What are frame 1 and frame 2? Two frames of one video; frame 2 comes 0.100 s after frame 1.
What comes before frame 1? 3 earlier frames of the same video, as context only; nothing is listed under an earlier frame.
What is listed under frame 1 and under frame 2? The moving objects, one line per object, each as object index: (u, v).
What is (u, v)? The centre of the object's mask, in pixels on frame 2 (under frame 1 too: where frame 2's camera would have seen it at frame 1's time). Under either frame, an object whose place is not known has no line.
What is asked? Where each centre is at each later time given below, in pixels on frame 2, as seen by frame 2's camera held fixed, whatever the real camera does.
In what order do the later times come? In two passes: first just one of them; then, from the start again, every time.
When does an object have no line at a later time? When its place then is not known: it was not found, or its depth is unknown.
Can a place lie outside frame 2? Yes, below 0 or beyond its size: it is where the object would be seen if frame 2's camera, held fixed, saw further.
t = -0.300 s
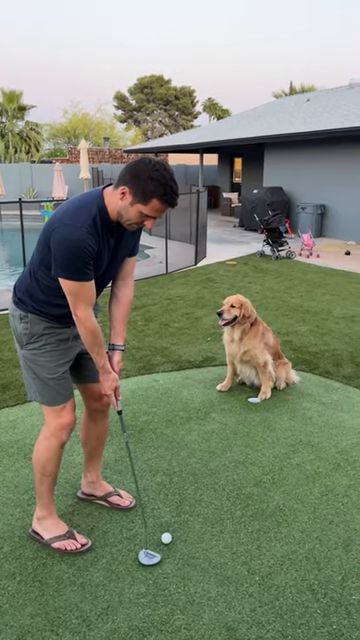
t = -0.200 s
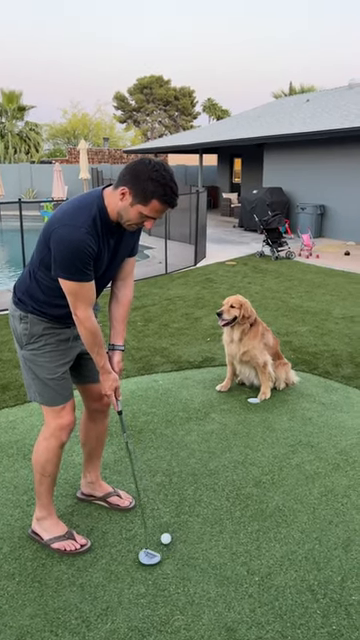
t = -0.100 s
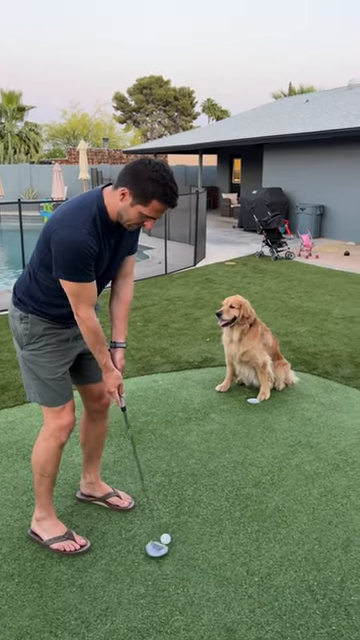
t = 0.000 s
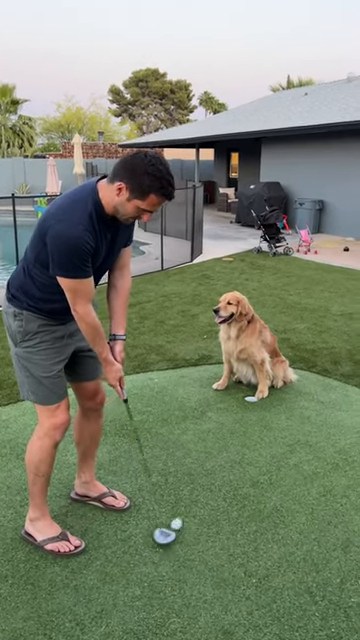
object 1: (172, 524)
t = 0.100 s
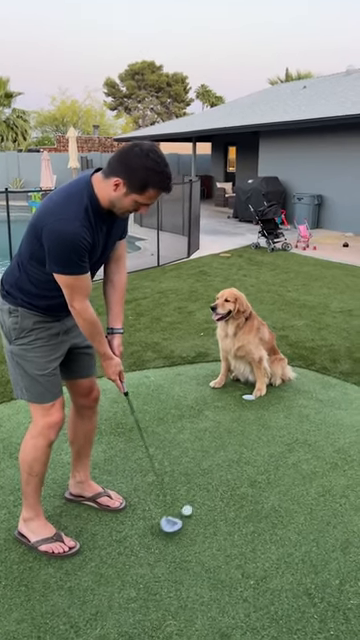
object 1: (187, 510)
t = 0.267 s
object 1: (204, 491)
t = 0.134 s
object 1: (191, 506)
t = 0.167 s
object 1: (194, 502)
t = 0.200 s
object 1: (198, 499)
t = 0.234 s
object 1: (201, 495)
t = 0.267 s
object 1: (204, 491)
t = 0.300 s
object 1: (207, 488)
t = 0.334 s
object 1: (209, 485)
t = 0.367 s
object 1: (212, 482)
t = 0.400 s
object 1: (214, 479)
